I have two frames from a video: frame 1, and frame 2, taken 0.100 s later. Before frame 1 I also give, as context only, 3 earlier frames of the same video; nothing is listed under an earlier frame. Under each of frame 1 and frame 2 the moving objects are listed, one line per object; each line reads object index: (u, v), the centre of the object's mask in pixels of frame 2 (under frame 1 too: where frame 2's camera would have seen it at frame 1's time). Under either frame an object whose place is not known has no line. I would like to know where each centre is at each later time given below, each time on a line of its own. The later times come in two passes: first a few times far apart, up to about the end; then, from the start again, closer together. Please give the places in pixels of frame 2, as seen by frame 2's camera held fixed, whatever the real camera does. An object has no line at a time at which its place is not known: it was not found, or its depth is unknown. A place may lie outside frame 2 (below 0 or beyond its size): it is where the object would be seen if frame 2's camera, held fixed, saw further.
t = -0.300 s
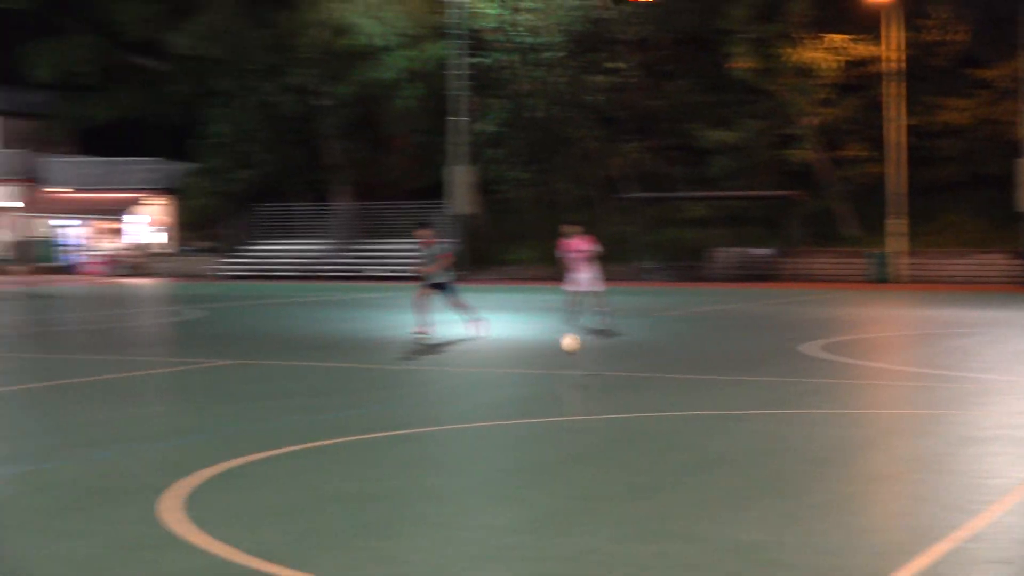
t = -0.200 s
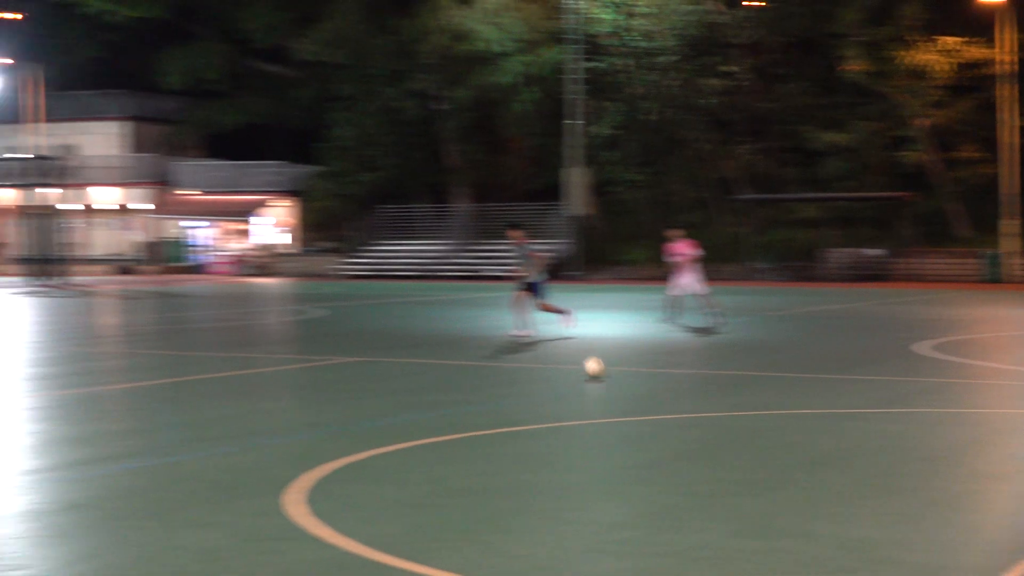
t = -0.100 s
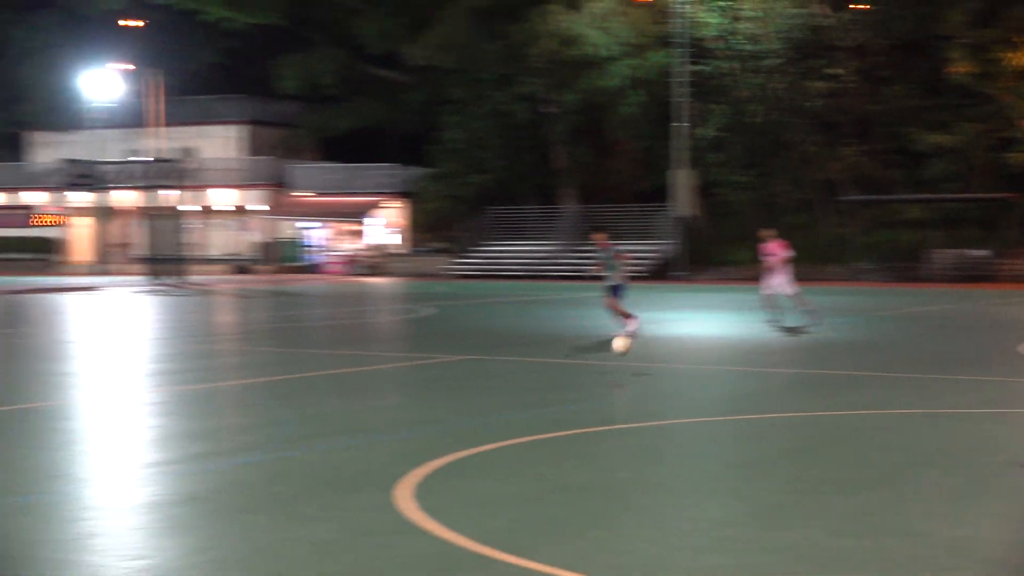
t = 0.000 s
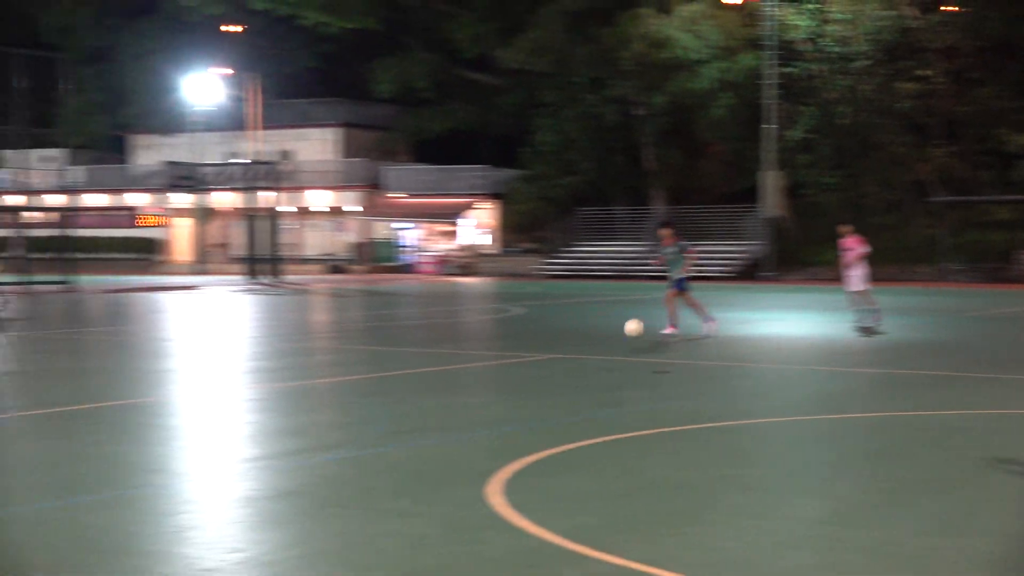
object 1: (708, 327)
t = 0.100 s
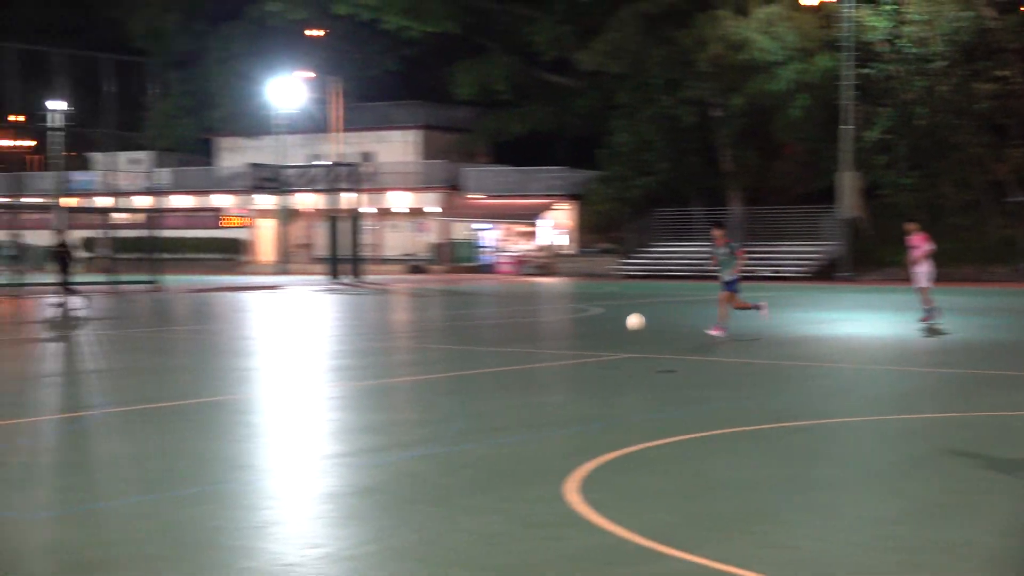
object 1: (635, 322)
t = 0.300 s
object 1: (494, 340)
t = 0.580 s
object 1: (296, 343)
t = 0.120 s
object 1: (621, 322)
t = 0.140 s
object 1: (607, 322)
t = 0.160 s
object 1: (592, 323)
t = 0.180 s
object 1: (577, 325)
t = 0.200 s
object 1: (563, 326)
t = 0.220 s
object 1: (549, 328)
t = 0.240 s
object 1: (535, 331)
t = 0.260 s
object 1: (521, 333)
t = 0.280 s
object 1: (508, 337)
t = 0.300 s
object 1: (494, 340)
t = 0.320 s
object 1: (481, 344)
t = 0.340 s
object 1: (468, 349)
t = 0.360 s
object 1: (455, 353)
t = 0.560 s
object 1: (311, 345)
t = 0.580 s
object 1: (296, 343)
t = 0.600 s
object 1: (281, 342)
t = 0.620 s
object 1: (266, 342)
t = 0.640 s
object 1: (250, 342)
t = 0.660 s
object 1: (234, 342)
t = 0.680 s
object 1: (219, 342)
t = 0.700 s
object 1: (204, 343)
